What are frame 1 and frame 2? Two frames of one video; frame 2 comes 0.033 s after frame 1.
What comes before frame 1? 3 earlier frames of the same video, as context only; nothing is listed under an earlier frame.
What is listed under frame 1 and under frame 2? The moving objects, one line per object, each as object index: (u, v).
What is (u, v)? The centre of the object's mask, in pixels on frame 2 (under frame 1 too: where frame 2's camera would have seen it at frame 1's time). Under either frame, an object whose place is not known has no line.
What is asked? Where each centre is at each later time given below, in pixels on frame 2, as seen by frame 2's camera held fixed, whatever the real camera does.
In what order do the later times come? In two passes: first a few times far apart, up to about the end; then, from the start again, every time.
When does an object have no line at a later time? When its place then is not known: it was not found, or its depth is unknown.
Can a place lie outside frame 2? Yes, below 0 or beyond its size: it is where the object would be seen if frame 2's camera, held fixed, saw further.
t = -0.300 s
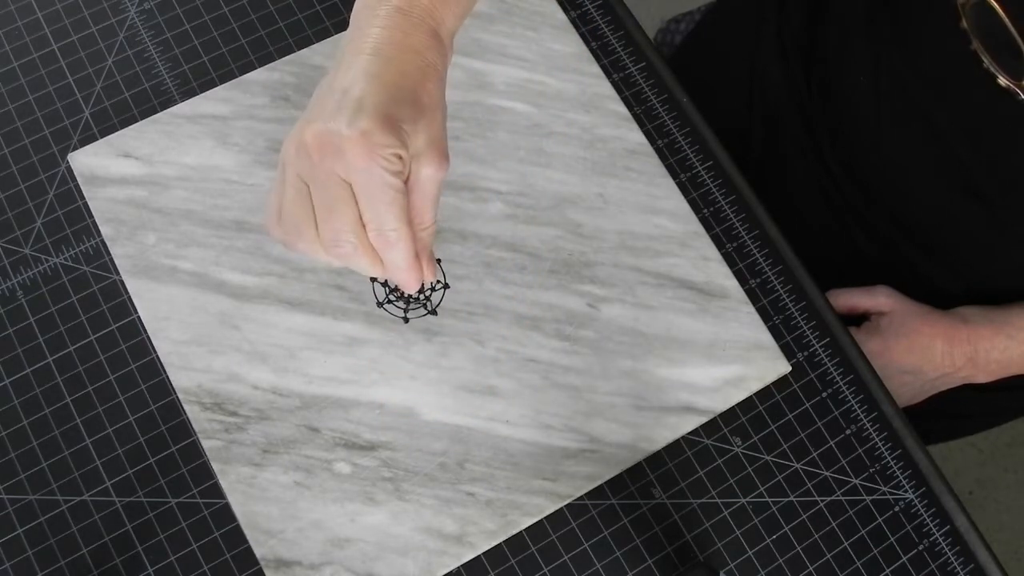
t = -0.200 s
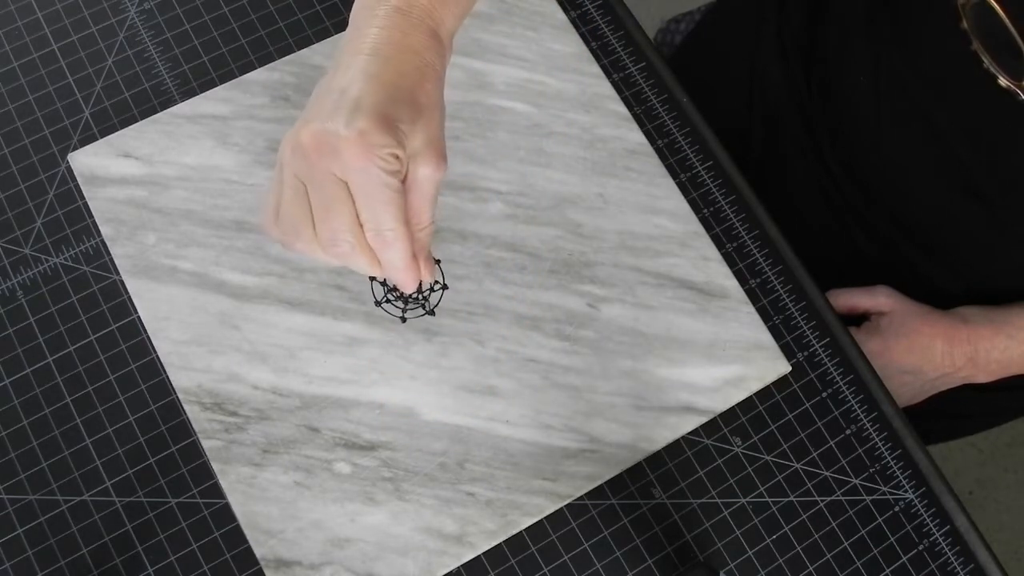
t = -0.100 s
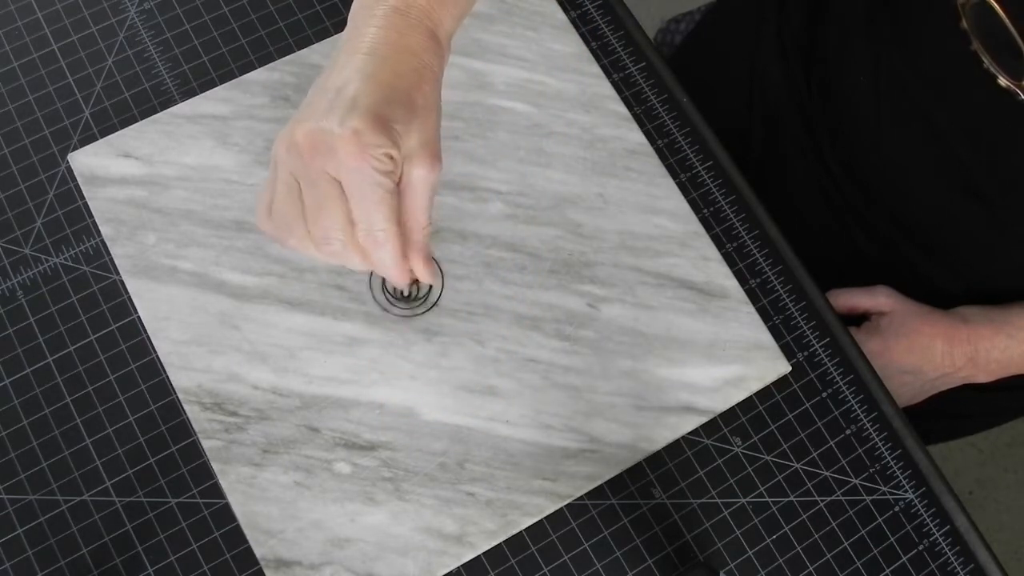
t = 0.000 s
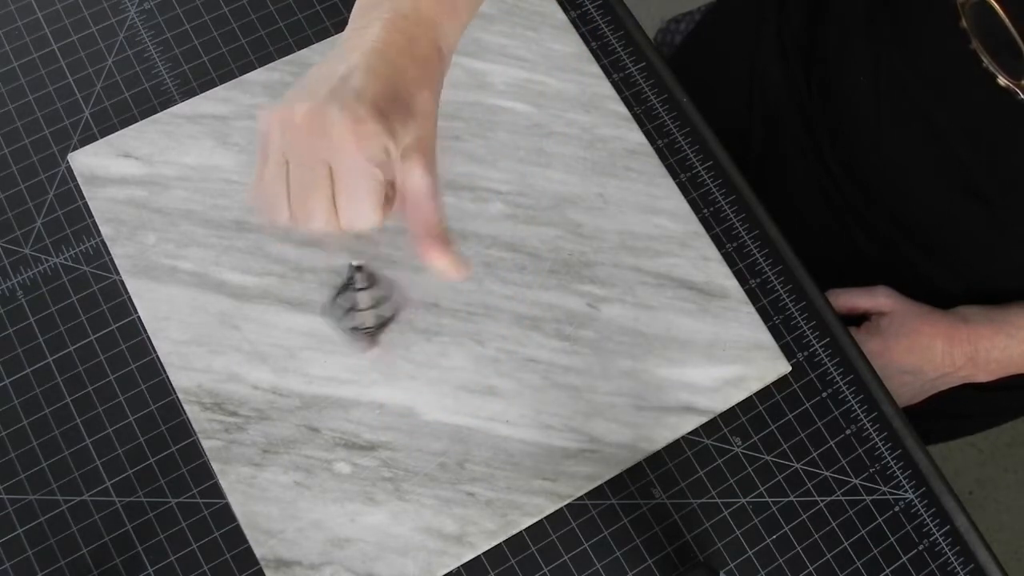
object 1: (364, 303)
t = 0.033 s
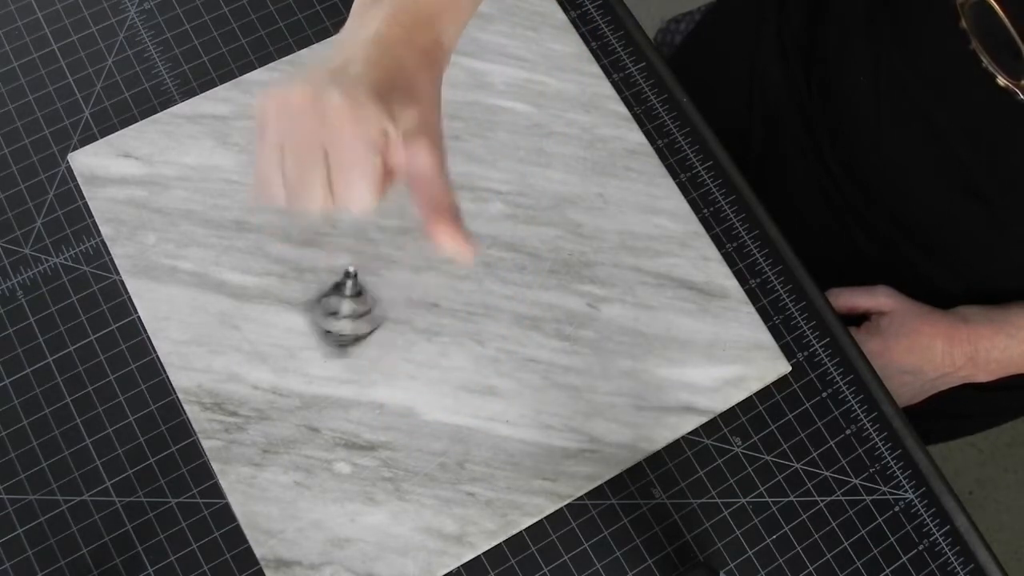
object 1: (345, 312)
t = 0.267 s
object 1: (238, 305)
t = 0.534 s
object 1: (252, 284)
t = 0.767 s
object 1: (248, 287)
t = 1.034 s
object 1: (263, 274)
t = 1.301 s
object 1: (295, 307)
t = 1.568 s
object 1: (296, 364)
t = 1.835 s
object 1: (281, 403)
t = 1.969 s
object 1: (281, 403)
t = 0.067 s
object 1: (324, 317)
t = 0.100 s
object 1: (303, 320)
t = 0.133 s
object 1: (284, 322)
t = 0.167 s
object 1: (269, 322)
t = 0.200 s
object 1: (256, 318)
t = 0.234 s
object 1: (246, 312)
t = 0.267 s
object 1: (238, 305)
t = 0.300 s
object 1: (235, 299)
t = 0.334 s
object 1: (235, 295)
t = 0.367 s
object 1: (237, 290)
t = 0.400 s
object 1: (239, 286)
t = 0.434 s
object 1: (242, 284)
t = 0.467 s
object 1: (245, 284)
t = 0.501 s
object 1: (249, 284)
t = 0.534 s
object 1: (252, 284)
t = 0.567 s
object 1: (254, 286)
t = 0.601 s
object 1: (257, 288)
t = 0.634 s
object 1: (258, 289)
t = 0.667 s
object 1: (255, 290)
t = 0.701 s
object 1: (252, 291)
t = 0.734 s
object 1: (250, 289)
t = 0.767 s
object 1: (248, 287)
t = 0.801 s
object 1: (249, 285)
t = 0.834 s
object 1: (253, 286)
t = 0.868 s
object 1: (255, 282)
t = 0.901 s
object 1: (255, 280)
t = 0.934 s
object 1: (257, 277)
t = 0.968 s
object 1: (258, 278)
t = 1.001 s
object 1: (261, 276)
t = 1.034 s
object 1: (263, 274)
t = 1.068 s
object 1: (270, 272)
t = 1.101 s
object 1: (276, 277)
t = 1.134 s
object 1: (280, 285)
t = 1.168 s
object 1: (286, 290)
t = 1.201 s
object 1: (290, 295)
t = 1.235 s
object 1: (295, 298)
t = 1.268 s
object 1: (298, 306)
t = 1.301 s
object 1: (295, 307)
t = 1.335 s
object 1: (296, 315)
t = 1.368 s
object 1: (298, 325)
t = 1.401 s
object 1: (300, 330)
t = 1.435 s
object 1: (299, 331)
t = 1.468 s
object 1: (296, 337)
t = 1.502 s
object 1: (294, 345)
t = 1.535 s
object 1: (295, 356)
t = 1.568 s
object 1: (296, 364)
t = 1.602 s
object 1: (290, 372)
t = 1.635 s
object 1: (288, 380)
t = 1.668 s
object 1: (282, 388)
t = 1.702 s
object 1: (280, 394)
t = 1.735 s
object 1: (280, 398)
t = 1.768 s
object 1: (280, 401)
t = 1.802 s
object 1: (281, 403)
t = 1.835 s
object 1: (281, 403)
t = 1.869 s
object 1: (281, 404)
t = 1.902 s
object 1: (281, 404)
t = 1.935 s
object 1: (281, 404)
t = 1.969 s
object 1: (281, 403)
